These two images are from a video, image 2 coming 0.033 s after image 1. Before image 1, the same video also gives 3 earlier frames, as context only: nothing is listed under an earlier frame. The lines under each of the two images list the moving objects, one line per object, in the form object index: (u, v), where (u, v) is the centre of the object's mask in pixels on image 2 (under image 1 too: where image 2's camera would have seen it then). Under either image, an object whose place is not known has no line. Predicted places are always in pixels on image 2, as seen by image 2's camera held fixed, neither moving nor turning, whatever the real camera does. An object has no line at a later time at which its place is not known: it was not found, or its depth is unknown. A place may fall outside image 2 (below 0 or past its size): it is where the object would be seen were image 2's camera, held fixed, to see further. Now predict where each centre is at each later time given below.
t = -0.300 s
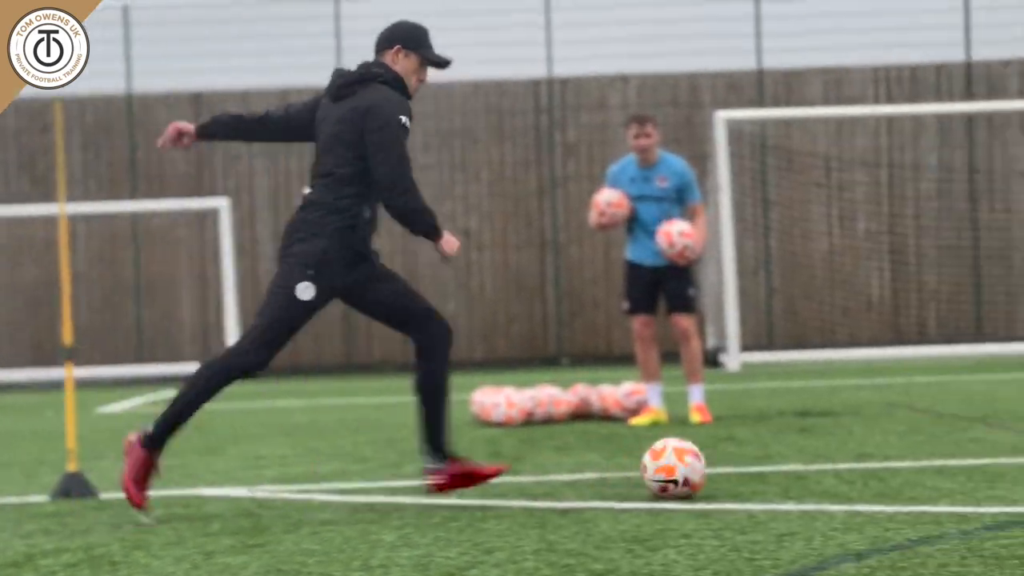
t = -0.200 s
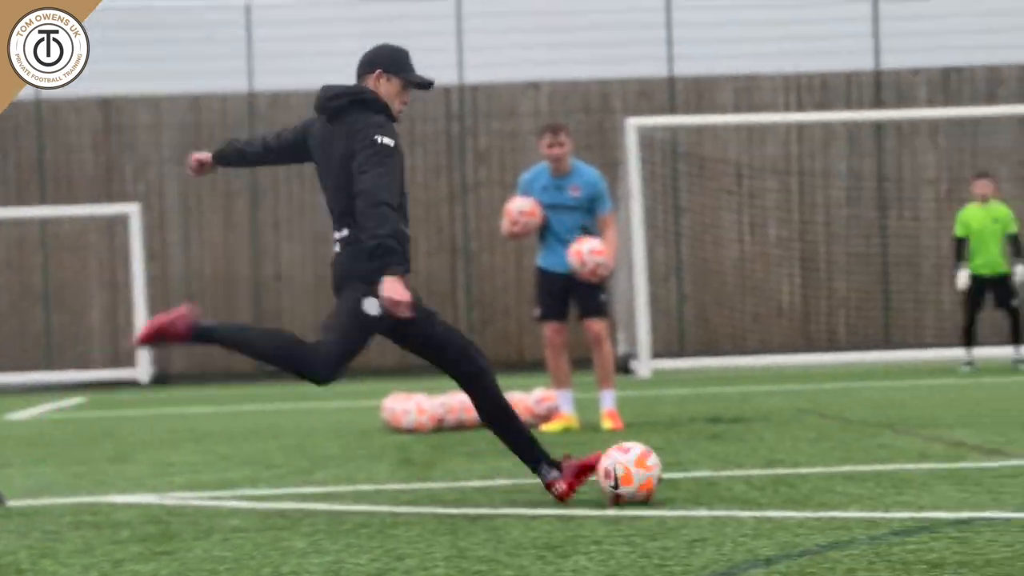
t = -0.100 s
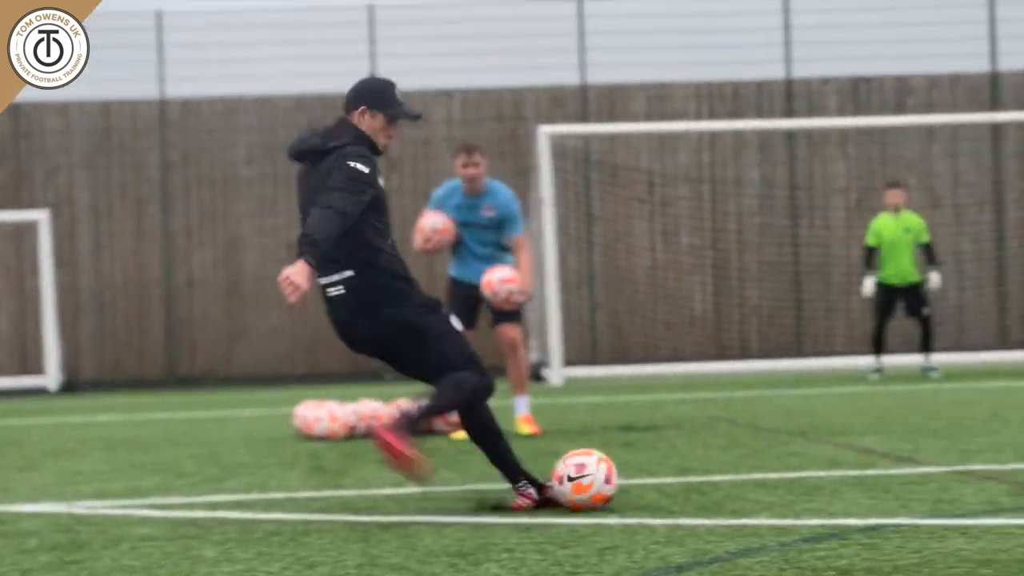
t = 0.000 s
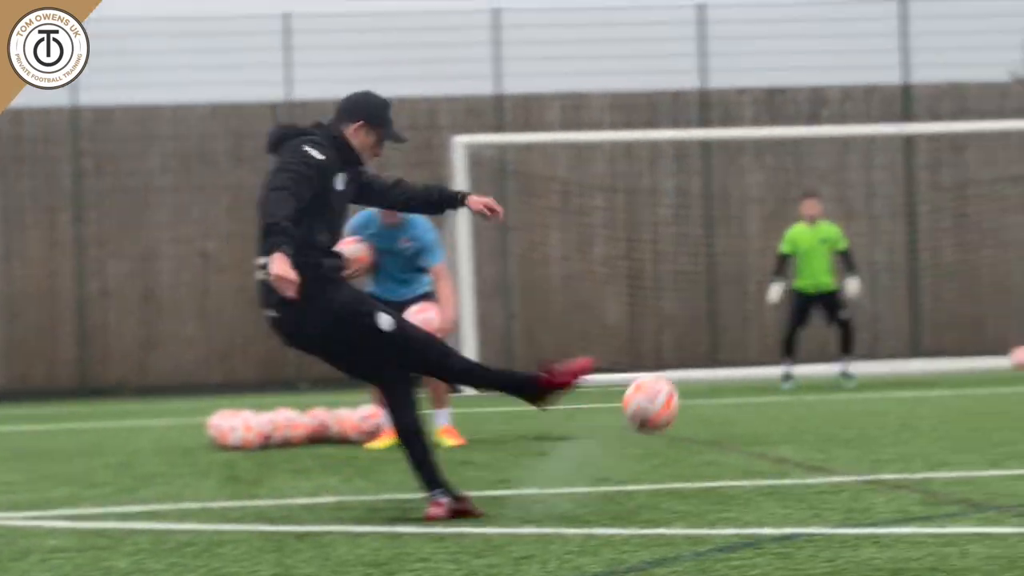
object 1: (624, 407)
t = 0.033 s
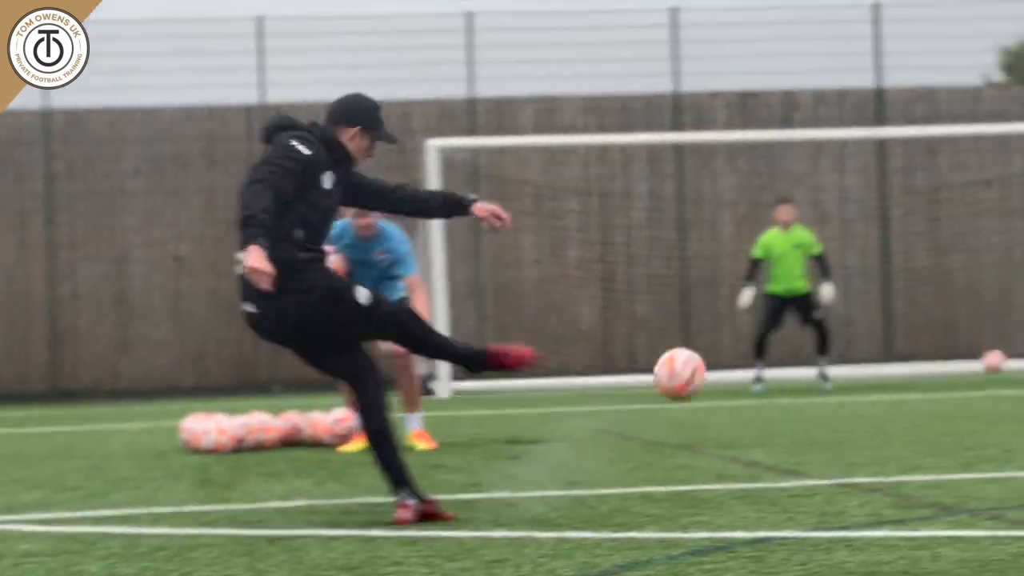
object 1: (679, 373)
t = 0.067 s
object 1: (725, 350)
